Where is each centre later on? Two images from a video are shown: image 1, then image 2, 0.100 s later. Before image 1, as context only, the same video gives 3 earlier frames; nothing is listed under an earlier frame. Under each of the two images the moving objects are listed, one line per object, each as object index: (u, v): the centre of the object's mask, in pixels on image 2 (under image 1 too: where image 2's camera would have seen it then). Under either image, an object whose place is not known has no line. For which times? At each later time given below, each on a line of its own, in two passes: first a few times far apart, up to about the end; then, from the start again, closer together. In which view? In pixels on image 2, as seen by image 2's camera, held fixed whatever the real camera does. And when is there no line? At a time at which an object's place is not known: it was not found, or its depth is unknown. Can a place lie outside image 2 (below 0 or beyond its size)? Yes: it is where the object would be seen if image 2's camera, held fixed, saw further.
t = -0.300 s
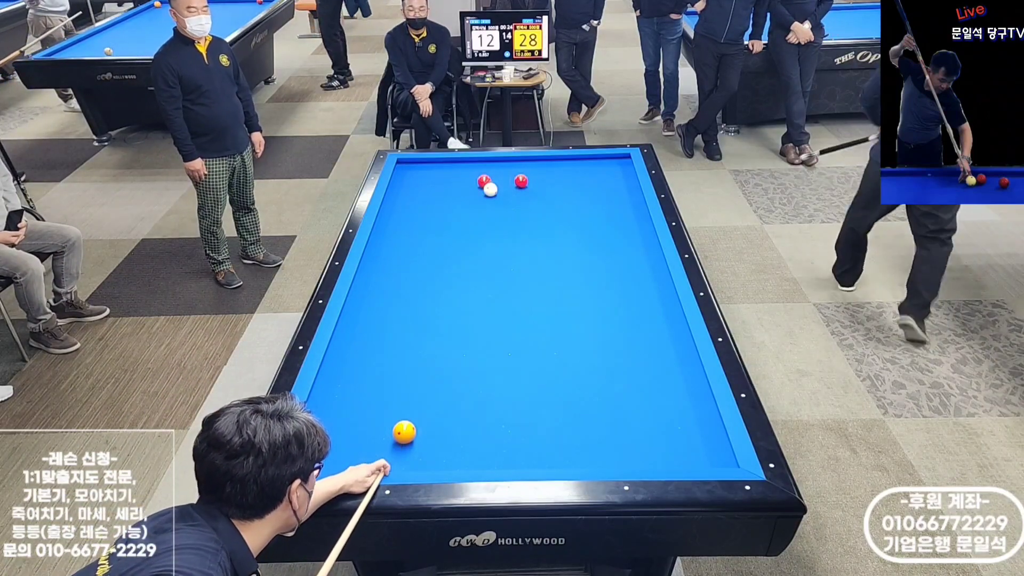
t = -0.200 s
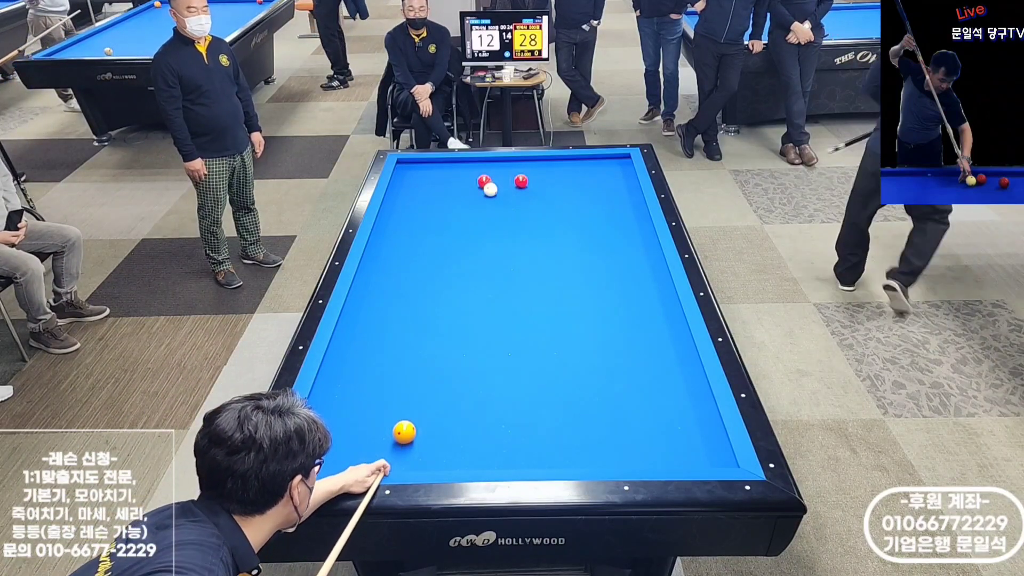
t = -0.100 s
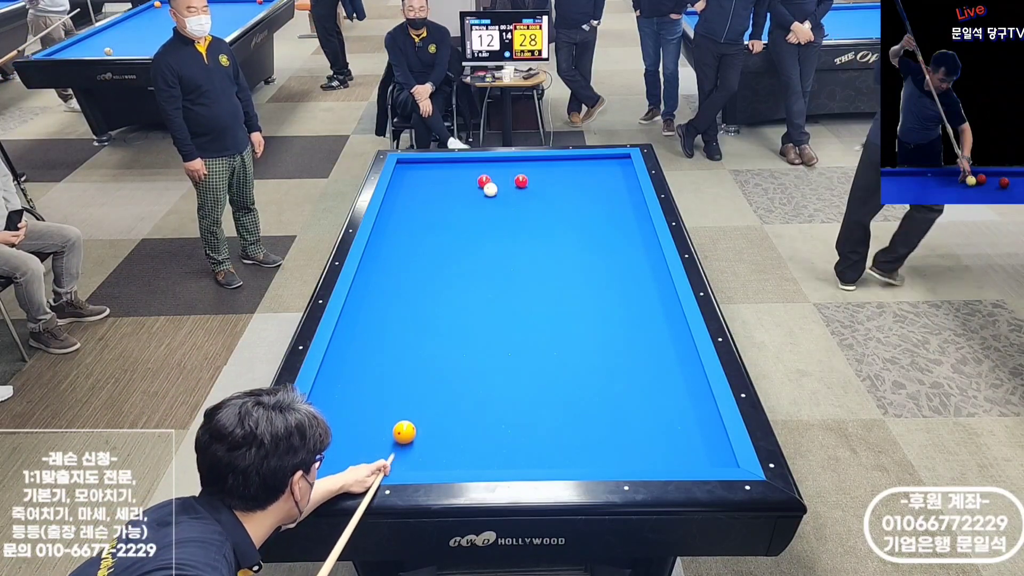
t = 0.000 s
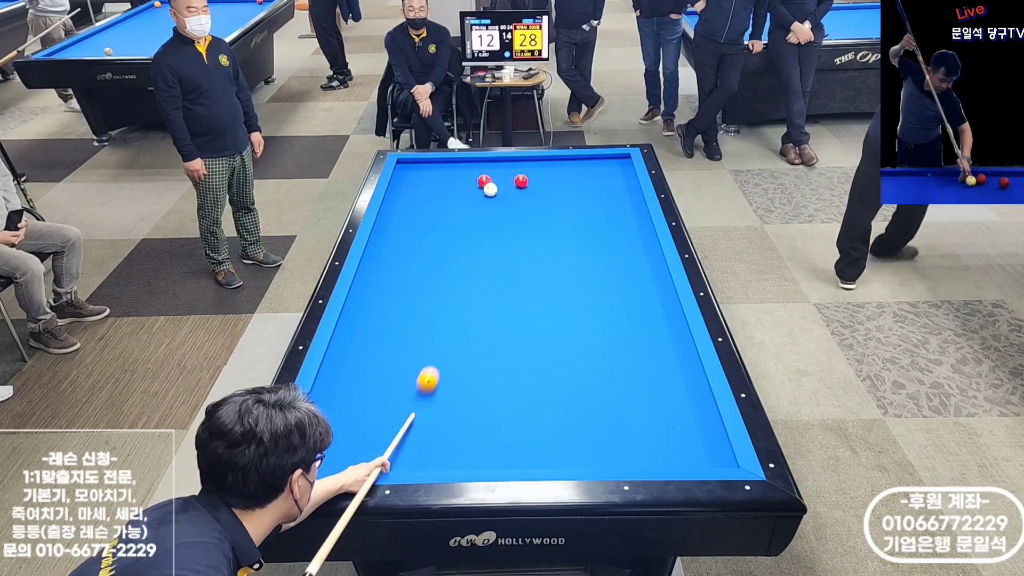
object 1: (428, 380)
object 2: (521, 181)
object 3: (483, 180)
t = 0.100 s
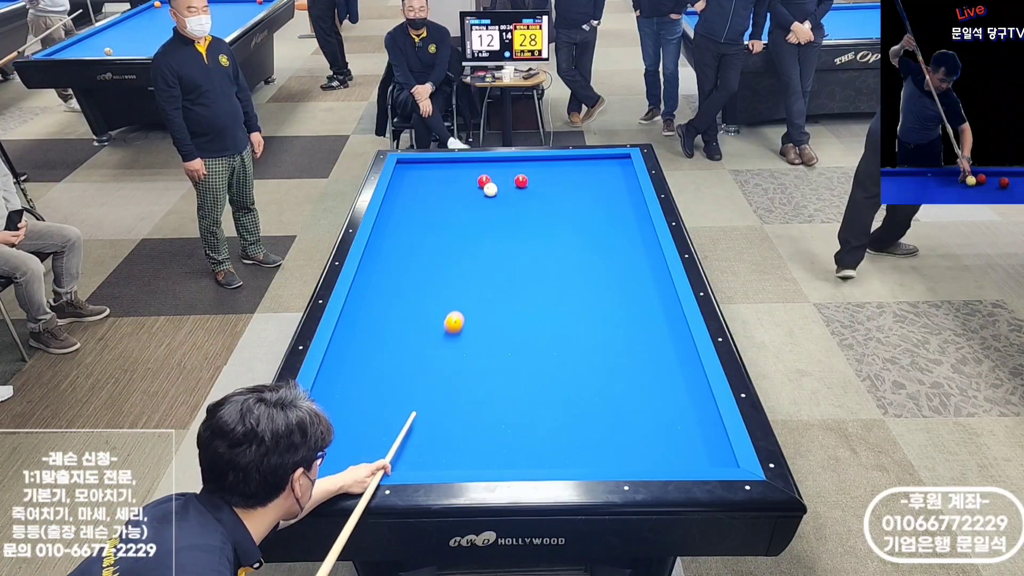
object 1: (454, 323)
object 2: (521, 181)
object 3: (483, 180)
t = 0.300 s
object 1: (490, 243)
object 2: (521, 181)
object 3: (483, 180)
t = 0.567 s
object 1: (509, 185)
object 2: (531, 173)
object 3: (483, 180)
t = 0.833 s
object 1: (496, 180)
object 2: (566, 177)
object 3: (475, 181)
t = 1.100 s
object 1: (491, 178)
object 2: (593, 206)
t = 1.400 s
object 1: (486, 176)
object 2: (626, 240)
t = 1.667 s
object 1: (482, 175)
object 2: (661, 275)
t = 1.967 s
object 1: (478, 173)
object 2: (660, 318)
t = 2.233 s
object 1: (474, 171)
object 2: (659, 364)
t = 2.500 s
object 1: (471, 170)
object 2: (659, 419)
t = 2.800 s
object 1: (468, 169)
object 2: (640, 441)
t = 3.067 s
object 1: (466, 168)
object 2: (606, 406)
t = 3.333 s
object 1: (465, 167)
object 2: (578, 378)
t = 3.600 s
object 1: (464, 167)
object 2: (553, 353)
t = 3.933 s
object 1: (463, 167)
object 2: (525, 325)
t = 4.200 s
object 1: (463, 167)
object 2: (506, 307)
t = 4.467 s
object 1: (463, 167)
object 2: (488, 289)
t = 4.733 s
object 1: (463, 167)
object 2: (472, 274)
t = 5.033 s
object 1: (463, 167)
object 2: (456, 258)
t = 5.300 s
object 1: (463, 167)
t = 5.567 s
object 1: (463, 167)
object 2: (430, 233)
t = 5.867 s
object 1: (463, 167)
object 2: (417, 221)
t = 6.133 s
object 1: (463, 167)
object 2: (407, 211)
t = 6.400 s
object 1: (463, 167)
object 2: (397, 202)
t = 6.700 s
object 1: (463, 167)
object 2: (394, 193)
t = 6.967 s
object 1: (463, 167)
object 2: (403, 186)
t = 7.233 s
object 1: (463, 167)
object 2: (410, 179)
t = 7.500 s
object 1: (463, 167)
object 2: (417, 173)
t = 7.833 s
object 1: (463, 167)
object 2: (424, 166)
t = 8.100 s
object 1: (463, 167)
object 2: (430, 161)
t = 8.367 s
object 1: (463, 167)
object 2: (433, 162)
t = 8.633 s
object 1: (463, 167)
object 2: (436, 163)
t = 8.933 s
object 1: (463, 167)
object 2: (440, 165)
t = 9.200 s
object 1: (463, 167)
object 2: (442, 166)
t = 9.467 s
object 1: (463, 167)
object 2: (443, 167)
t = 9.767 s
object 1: (463, 167)
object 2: (444, 168)
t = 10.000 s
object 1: (463, 167)
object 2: (444, 168)
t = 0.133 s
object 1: (461, 306)
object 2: (521, 181)
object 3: (483, 180)
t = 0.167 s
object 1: (468, 292)
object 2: (521, 181)
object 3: (483, 180)
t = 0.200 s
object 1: (474, 278)
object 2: (521, 181)
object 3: (483, 180)
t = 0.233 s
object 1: (480, 265)
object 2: (521, 181)
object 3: (483, 180)
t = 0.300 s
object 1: (490, 243)
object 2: (521, 181)
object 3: (483, 180)
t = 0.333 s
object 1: (494, 232)
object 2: (521, 181)
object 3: (483, 180)
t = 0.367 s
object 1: (498, 222)
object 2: (521, 181)
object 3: (483, 180)
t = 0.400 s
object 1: (503, 213)
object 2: (521, 181)
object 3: (483, 180)
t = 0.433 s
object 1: (506, 205)
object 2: (521, 181)
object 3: (483, 180)
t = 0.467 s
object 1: (510, 197)
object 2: (521, 181)
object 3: (483, 180)
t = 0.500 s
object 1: (513, 189)
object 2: (522, 180)
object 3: (483, 180)
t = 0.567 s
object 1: (509, 185)
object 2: (531, 173)
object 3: (483, 180)
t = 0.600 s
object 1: (506, 184)
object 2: (537, 167)
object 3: (483, 180)
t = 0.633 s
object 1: (502, 183)
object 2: (543, 162)
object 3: (483, 180)
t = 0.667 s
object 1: (500, 182)
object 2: (549, 158)
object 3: (483, 180)
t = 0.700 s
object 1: (498, 181)
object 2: (552, 162)
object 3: (483, 180)
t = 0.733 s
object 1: (498, 181)
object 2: (556, 166)
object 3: (481, 181)
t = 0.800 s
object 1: (496, 180)
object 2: (563, 174)
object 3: (477, 181)
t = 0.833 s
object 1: (496, 180)
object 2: (566, 177)
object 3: (475, 181)
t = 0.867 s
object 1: (495, 180)
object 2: (569, 181)
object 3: (473, 180)
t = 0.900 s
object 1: (495, 179)
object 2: (573, 185)
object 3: (471, 180)
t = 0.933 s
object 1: (494, 179)
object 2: (576, 189)
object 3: (469, 180)
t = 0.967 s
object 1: (493, 179)
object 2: (580, 192)
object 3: (467, 180)
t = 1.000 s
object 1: (493, 179)
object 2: (583, 196)
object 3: (465, 180)
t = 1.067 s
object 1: (491, 178)
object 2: (590, 203)
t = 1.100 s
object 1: (491, 178)
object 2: (593, 206)
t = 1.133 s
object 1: (490, 178)
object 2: (597, 209)
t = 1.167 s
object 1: (489, 178)
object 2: (600, 213)
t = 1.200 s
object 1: (489, 177)
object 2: (604, 217)
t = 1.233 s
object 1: (488, 177)
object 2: (607, 220)
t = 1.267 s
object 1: (488, 177)
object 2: (611, 224)
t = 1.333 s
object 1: (487, 177)
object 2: (619, 232)
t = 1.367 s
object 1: (486, 177)
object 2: (622, 236)
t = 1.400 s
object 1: (486, 176)
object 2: (626, 240)
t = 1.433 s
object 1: (485, 176)
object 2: (630, 244)
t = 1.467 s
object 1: (485, 176)
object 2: (635, 248)
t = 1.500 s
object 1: (484, 176)
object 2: (639, 252)
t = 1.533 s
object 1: (484, 175)
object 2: (643, 257)
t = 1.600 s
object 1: (483, 175)
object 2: (652, 265)
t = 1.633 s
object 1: (482, 175)
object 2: (656, 270)
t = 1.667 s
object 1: (482, 175)
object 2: (661, 275)
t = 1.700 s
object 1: (481, 174)
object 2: (662, 279)
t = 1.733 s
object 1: (481, 174)
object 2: (661, 284)
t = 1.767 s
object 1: (480, 174)
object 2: (661, 288)
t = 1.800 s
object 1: (480, 174)
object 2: (660, 293)
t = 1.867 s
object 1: (479, 173)
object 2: (660, 303)
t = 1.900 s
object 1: (479, 173)
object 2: (660, 308)
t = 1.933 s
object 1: (478, 173)
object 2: (660, 313)
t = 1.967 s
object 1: (478, 173)
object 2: (660, 318)
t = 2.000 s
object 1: (477, 172)
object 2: (660, 323)
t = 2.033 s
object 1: (477, 172)
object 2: (660, 329)
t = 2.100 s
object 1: (476, 172)
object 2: (659, 340)
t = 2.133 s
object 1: (476, 172)
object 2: (659, 346)
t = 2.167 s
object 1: (475, 172)
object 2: (659, 352)
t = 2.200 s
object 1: (475, 171)
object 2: (659, 358)
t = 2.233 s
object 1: (474, 171)
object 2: (659, 364)
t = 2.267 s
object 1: (474, 171)
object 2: (659, 370)
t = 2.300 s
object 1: (473, 171)
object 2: (659, 377)
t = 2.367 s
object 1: (473, 171)
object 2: (659, 390)
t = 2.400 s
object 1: (472, 171)
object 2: (659, 397)
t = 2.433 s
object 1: (472, 170)
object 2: (659, 404)
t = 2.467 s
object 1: (472, 170)
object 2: (659, 412)
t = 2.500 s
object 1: (471, 170)
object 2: (659, 419)
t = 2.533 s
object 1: (471, 170)
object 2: (658, 427)
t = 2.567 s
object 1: (471, 170)
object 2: (658, 435)
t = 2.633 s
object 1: (470, 170)
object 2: (658, 451)
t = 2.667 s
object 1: (470, 170)
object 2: (658, 458)
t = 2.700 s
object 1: (469, 169)
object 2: (655, 458)
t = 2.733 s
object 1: (469, 169)
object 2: (650, 453)
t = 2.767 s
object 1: (469, 169)
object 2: (645, 447)
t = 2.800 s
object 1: (468, 169)
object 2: (640, 441)
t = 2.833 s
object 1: (468, 169)
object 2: (635, 435)
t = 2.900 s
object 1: (468, 169)
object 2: (626, 426)
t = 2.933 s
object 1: (467, 169)
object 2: (622, 421)
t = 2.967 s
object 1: (467, 169)
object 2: (618, 417)
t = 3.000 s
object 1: (467, 168)
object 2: (614, 413)
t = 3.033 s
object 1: (467, 168)
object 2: (610, 410)
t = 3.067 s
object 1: (466, 168)
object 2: (606, 406)
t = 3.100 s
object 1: (466, 168)
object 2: (603, 402)
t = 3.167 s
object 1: (466, 168)
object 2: (595, 395)
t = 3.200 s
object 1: (465, 168)
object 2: (592, 391)
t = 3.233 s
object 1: (465, 168)
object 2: (588, 388)
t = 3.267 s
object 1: (465, 168)
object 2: (585, 384)
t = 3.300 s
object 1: (465, 168)
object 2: (581, 381)
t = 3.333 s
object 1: (465, 167)
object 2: (578, 378)
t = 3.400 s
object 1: (464, 167)
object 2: (571, 371)
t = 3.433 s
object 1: (464, 167)
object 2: (568, 368)
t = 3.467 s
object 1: (464, 167)
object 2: (565, 365)
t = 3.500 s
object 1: (464, 167)
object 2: (562, 362)
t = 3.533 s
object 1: (464, 167)
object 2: (559, 359)
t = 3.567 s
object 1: (464, 167)
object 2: (556, 355)
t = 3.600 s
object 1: (464, 167)
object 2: (553, 353)
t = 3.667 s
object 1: (463, 167)
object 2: (547, 347)
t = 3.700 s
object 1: (463, 167)
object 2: (544, 344)
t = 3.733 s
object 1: (463, 167)
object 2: (542, 341)
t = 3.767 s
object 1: (463, 167)
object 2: (539, 339)
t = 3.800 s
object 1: (463, 167)
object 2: (536, 336)
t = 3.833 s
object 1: (463, 167)
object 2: (533, 333)
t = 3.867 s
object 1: (463, 167)
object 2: (531, 330)
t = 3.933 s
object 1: (463, 167)
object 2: (525, 325)
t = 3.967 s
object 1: (463, 167)
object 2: (523, 323)
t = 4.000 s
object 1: (463, 167)
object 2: (521, 320)
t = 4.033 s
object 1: (463, 167)
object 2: (518, 318)
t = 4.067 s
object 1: (463, 167)
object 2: (515, 316)
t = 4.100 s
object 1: (463, 167)
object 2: (513, 313)
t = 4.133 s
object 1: (463, 167)
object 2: (511, 311)
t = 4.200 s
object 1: (463, 167)
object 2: (506, 307)
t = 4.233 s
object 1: (463, 167)
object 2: (504, 304)
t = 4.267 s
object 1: (463, 167)
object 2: (501, 302)
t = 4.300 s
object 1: (463, 167)
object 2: (499, 300)
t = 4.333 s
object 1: (463, 167)
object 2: (497, 298)
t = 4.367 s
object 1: (463, 167)
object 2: (495, 296)
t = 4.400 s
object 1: (463, 167)
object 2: (493, 293)
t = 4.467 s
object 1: (463, 167)
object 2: (488, 289)
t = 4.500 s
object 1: (463, 167)
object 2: (486, 287)
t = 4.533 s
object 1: (463, 167)
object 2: (484, 285)
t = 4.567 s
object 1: (463, 167)
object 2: (482, 283)
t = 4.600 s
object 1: (463, 167)
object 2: (480, 281)
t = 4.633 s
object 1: (463, 167)
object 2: (478, 279)
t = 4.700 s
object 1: (463, 167)
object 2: (474, 276)
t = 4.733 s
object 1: (463, 167)
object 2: (472, 274)
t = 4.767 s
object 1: (463, 167)
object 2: (470, 272)
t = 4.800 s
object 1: (463, 167)
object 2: (469, 270)
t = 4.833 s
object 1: (463, 167)
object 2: (467, 268)
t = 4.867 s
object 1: (463, 167)
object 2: (465, 267)
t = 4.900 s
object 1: (463, 167)
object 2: (463, 265)
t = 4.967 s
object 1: (463, 167)
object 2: (459, 261)
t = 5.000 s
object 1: (463, 167)
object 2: (458, 260)
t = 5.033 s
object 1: (463, 167)
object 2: (456, 258)
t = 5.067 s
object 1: (463, 167)
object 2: (454, 256)
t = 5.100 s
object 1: (463, 167)
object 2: (452, 255)
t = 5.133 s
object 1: (463, 167)
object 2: (451, 253)
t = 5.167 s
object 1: (463, 167)
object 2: (449, 251)
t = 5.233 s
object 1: (463, 167)
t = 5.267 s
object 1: (463, 167)
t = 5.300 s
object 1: (463, 167)
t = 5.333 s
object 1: (463, 167)
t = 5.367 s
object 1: (463, 167)
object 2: (437, 241)
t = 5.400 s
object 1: (463, 167)
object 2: (438, 240)
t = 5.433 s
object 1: (463, 167)
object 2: (436, 238)
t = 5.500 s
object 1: (463, 167)
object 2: (433, 236)
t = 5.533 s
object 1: (463, 167)
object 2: (432, 234)
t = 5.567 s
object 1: (463, 167)
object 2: (430, 233)
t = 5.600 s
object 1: (463, 167)
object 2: (429, 232)
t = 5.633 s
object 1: (463, 167)
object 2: (427, 230)
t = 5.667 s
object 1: (463, 167)
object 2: (426, 229)
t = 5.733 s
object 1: (463, 167)
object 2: (423, 226)
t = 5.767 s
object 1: (463, 167)
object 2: (421, 225)
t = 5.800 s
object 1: (463, 167)
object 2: (420, 223)
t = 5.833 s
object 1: (463, 167)
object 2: (419, 222)
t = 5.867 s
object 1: (463, 167)
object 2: (417, 221)
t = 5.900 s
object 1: (463, 167)
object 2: (416, 219)
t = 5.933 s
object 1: (463, 167)
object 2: (415, 218)
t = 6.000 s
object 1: (463, 167)
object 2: (412, 216)
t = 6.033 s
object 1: (463, 167)
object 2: (411, 215)
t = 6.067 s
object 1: (463, 167)
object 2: (410, 213)
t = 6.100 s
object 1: (463, 167)
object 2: (408, 212)
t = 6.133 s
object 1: (463, 167)
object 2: (407, 211)
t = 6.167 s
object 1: (463, 167)
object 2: (406, 210)
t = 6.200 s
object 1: (463, 167)
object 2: (404, 209)
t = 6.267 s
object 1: (463, 167)
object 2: (402, 207)
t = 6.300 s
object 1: (463, 167)
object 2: (401, 205)
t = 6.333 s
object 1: (463, 167)
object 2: (399, 204)
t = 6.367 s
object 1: (463, 167)
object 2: (398, 203)
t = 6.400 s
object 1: (463, 167)
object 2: (397, 202)
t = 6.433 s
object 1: (463, 167)
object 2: (396, 201)
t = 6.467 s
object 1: (463, 167)
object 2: (395, 200)
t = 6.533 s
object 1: (463, 167)
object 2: (392, 198)
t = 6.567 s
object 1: (463, 167)
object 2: (391, 197)
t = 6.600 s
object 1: (463, 167)
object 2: (391, 196)
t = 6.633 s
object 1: (463, 167)
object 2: (392, 195)
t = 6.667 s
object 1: (463, 167)
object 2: (393, 194)
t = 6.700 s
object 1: (463, 167)
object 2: (394, 193)
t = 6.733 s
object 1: (463, 167)
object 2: (396, 192)
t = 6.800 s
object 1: (463, 167)
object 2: (398, 190)
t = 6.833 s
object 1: (463, 167)
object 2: (398, 189)
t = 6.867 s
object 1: (463, 167)
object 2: (400, 189)
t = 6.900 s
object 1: (463, 167)
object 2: (401, 188)
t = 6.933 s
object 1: (463, 167)
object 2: (402, 187)
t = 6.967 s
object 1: (463, 167)
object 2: (403, 186)
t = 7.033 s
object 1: (463, 167)
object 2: (405, 184)
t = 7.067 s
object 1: (463, 167)
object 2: (406, 184)
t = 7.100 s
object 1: (463, 167)
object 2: (407, 182)
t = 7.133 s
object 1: (463, 167)
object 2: (407, 182)
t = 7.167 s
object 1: (463, 167)
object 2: (408, 181)
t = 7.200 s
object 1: (463, 167)
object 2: (409, 180)
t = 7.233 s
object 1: (463, 167)
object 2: (410, 179)
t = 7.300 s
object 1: (463, 167)
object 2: (412, 178)
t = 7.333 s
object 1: (463, 167)
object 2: (413, 177)
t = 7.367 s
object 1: (463, 167)
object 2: (414, 176)
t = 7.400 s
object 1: (463, 167)
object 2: (415, 175)
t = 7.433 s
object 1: (463, 167)
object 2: (415, 175)
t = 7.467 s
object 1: (463, 167)
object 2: (416, 174)
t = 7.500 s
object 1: (463, 167)
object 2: (417, 173)
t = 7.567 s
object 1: (463, 167)
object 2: (419, 172)
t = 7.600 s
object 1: (463, 167)
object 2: (419, 171)
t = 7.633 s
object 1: (463, 167)
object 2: (420, 170)
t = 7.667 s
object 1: (463, 167)
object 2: (421, 170)
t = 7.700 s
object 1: (463, 167)
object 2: (421, 169)
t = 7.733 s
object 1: (463, 167)
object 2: (422, 168)
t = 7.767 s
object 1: (463, 167)
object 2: (423, 168)
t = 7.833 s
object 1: (463, 167)
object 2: (424, 166)
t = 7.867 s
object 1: (463, 167)
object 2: (425, 166)
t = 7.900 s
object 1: (463, 167)
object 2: (426, 165)
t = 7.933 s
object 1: (463, 167)
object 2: (427, 164)
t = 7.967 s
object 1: (463, 167)
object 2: (427, 164)
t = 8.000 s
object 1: (463, 167)
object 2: (428, 163)
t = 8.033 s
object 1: (463, 167)
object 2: (429, 162)
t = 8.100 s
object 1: (463, 167)
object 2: (430, 161)
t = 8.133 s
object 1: (463, 167)
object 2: (431, 160)
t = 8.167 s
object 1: (463, 167)
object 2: (431, 160)
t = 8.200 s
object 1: (463, 167)
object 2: (431, 161)
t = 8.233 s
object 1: (463, 167)
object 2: (432, 161)
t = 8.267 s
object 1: (463, 167)
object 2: (432, 161)
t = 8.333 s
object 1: (463, 167)
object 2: (433, 162)
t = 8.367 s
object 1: (463, 167)
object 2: (433, 162)
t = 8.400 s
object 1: (463, 167)
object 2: (433, 162)
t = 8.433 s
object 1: (463, 167)
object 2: (434, 162)
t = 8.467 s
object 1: (463, 167)
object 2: (434, 162)
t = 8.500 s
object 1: (463, 167)
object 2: (434, 162)
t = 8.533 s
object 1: (463, 167)
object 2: (435, 163)
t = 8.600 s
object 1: (463, 167)
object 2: (436, 163)
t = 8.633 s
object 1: (463, 167)
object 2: (436, 163)
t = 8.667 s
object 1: (463, 167)
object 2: (436, 163)
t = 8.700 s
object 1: (463, 167)
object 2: (437, 163)
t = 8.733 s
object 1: (463, 167)
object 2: (437, 163)
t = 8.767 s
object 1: (463, 167)
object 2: (438, 163)
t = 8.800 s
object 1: (463, 167)
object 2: (438, 163)
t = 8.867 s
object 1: (463, 167)
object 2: (439, 164)
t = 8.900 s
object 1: (463, 167)
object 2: (440, 164)
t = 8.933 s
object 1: (463, 167)
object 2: (440, 165)
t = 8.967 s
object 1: (463, 167)
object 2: (440, 165)
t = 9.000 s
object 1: (463, 167)
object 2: (441, 165)
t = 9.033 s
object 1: (463, 167)
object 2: (441, 165)
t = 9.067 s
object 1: (463, 167)
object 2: (441, 165)
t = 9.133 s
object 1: (463, 167)
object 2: (442, 165)
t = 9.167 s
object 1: (463, 167)
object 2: (442, 166)
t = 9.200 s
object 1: (463, 167)
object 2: (442, 166)
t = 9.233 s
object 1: (463, 167)
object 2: (442, 166)
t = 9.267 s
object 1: (463, 167)
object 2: (442, 166)
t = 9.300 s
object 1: (463, 167)
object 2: (443, 166)
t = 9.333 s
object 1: (463, 167)
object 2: (443, 166)
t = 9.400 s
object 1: (463, 167)
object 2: (443, 167)
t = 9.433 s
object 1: (463, 167)
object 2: (443, 167)
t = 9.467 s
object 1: (463, 167)
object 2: (443, 167)
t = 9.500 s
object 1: (463, 167)
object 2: (443, 167)
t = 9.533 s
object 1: (463, 167)
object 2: (443, 167)
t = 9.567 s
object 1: (463, 167)
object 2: (443, 167)
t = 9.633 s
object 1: (463, 167)
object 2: (443, 167)
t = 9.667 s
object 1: (463, 167)
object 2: (443, 167)
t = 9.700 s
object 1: (463, 167)
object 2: (444, 168)
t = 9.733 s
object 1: (463, 167)
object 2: (444, 168)
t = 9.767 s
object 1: (463, 167)
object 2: (444, 168)
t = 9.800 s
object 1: (463, 167)
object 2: (444, 168)
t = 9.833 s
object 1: (463, 167)
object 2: (444, 168)
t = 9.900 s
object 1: (463, 167)
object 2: (444, 168)
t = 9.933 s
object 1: (463, 167)
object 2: (444, 168)
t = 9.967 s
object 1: (463, 167)
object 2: (444, 168)
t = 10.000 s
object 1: (463, 167)
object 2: (444, 168)
